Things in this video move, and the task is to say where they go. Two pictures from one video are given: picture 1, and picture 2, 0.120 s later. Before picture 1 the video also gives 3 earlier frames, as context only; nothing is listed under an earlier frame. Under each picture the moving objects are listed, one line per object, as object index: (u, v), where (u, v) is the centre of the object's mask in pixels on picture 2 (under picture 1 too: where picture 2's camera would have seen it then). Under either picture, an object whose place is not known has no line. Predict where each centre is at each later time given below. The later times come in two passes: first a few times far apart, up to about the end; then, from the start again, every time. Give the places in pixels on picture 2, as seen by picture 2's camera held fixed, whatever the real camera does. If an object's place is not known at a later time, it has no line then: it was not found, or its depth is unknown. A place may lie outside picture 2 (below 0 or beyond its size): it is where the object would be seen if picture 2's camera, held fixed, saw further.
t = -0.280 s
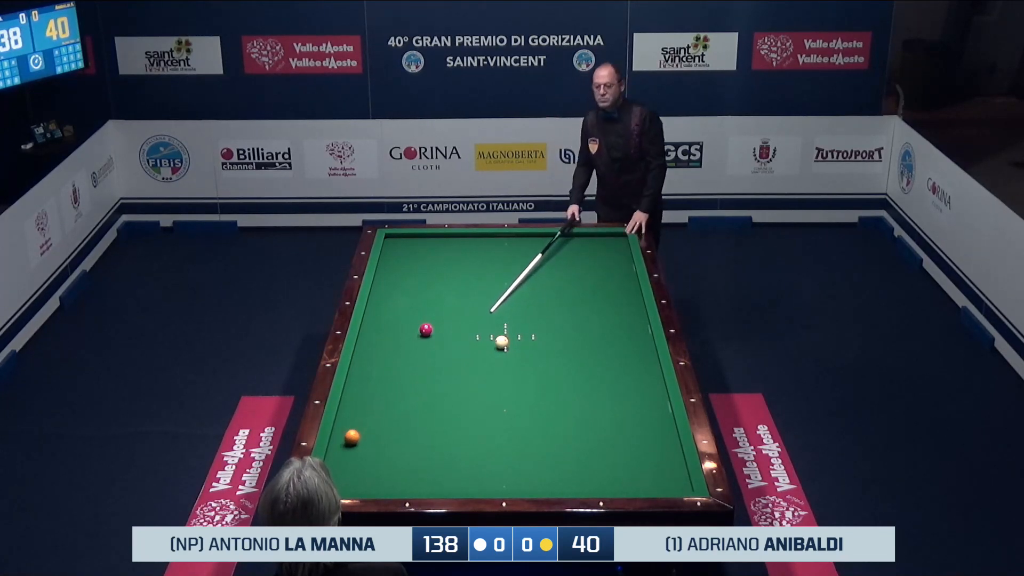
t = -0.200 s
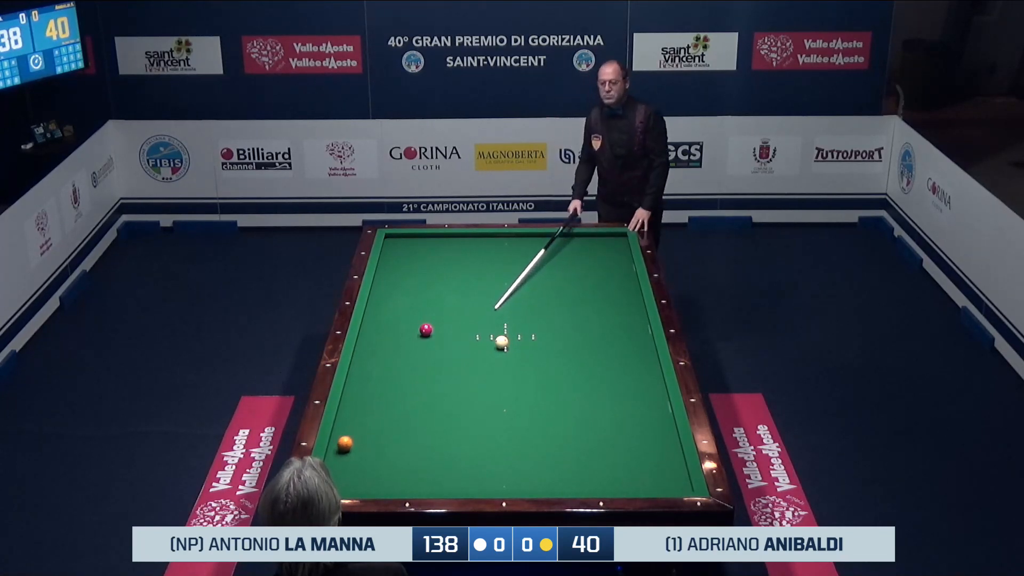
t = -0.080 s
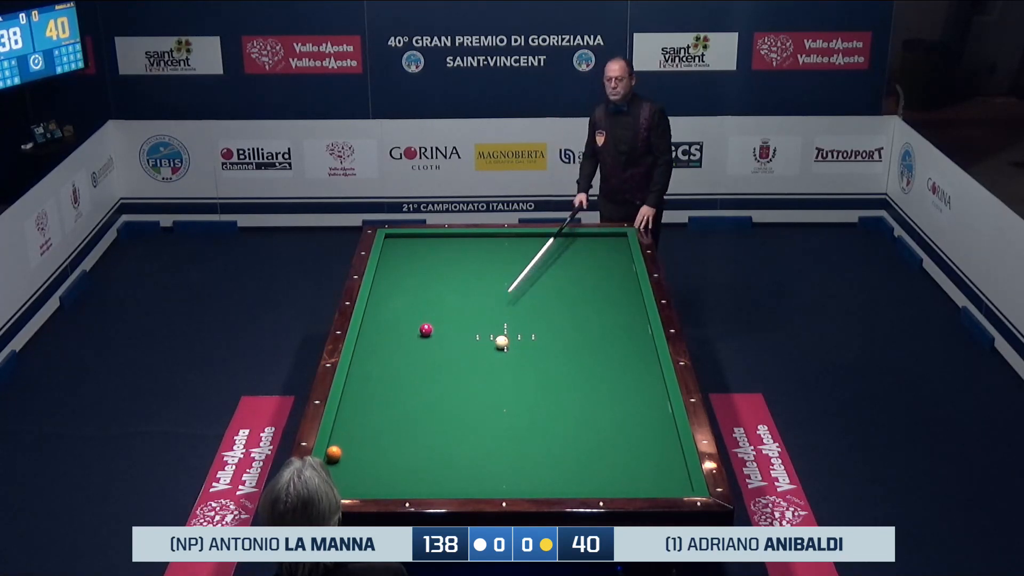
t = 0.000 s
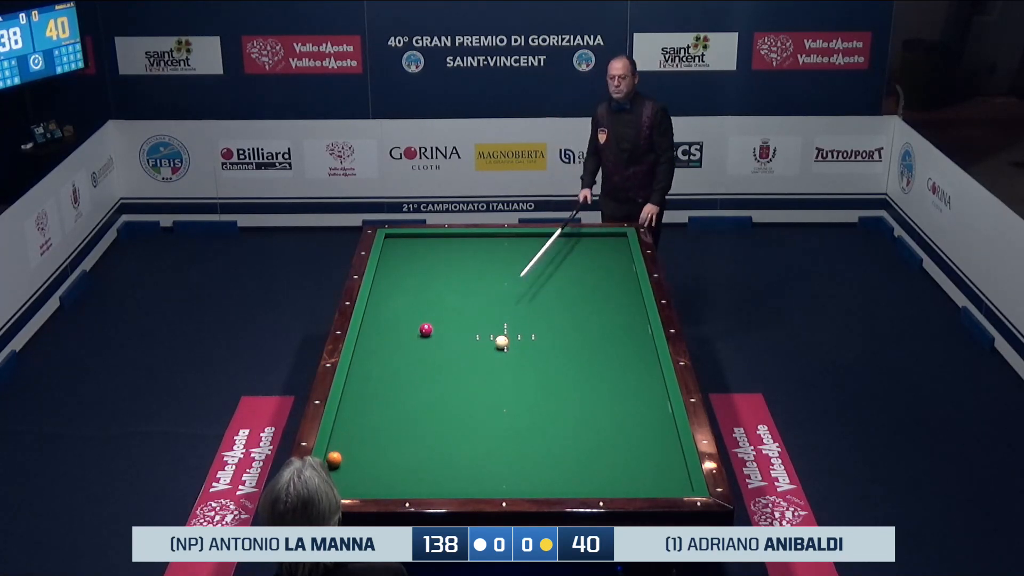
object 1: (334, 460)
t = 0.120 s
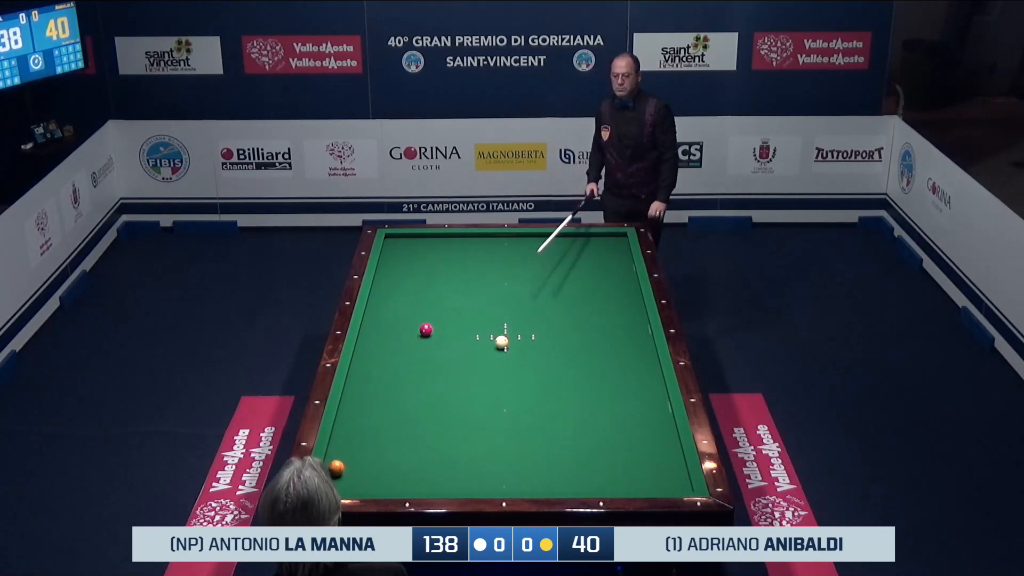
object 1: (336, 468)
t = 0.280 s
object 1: (340, 479)
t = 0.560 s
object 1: (349, 484)
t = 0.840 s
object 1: (362, 474)
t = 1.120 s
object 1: (375, 462)
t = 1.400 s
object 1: (386, 452)
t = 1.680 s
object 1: (398, 443)
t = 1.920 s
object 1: (407, 435)
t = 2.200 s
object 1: (416, 427)
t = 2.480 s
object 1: (426, 419)
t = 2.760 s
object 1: (435, 412)
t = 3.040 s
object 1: (443, 406)
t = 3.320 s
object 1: (450, 400)
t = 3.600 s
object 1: (457, 394)
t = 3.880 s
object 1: (464, 389)
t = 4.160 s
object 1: (470, 384)
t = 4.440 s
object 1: (475, 378)
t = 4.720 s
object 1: (480, 375)
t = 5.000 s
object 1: (485, 371)
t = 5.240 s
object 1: (488, 368)
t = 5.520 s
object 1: (492, 365)
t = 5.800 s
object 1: (495, 361)
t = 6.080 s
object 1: (498, 359)
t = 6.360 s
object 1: (501, 357)
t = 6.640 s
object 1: (504, 355)
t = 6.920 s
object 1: (505, 353)
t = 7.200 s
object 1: (508, 352)
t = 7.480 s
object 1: (509, 351)
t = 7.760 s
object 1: (510, 350)
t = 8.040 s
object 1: (511, 349)
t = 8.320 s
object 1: (512, 349)
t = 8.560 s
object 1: (512, 348)
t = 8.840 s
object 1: (512, 348)
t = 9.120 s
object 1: (512, 348)
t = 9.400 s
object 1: (512, 348)
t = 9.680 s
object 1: (512, 348)
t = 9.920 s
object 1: (512, 349)
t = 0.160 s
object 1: (337, 472)
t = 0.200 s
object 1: (338, 474)
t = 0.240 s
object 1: (339, 477)
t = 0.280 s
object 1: (340, 479)
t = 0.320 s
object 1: (341, 482)
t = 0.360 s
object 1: (341, 484)
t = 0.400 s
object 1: (342, 486)
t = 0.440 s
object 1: (343, 487)
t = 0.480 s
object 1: (345, 486)
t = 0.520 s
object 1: (347, 485)
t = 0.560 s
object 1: (349, 484)
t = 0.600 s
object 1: (350, 483)
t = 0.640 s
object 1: (352, 482)
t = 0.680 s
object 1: (354, 480)
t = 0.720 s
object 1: (356, 479)
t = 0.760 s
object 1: (358, 477)
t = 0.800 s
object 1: (360, 475)
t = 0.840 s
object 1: (362, 474)
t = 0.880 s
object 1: (364, 472)
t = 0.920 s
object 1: (365, 470)
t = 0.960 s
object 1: (367, 469)
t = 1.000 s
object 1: (369, 467)
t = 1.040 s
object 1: (371, 466)
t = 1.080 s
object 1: (373, 464)
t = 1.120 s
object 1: (375, 462)
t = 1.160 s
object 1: (376, 461)
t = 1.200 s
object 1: (378, 459)
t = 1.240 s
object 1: (380, 458)
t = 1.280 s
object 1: (381, 457)
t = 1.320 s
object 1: (383, 455)
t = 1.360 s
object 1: (384, 454)
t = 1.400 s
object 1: (386, 452)
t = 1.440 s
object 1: (388, 451)
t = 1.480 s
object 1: (389, 450)
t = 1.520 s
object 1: (391, 448)
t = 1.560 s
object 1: (393, 447)
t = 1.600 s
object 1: (395, 445)
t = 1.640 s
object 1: (396, 444)
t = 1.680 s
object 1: (398, 443)
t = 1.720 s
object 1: (399, 441)
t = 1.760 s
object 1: (401, 440)
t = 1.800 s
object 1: (402, 439)
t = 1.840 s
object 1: (404, 438)
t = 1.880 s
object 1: (405, 436)
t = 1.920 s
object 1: (407, 435)
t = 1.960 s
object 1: (408, 434)
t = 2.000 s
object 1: (409, 433)
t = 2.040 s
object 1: (411, 432)
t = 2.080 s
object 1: (412, 430)
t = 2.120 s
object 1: (414, 430)
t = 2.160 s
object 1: (415, 428)
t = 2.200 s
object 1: (416, 427)
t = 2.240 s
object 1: (418, 426)
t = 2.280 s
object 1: (419, 425)
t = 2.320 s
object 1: (420, 424)
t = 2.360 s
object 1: (422, 423)
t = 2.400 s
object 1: (423, 422)
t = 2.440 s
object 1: (425, 421)
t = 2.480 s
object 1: (426, 419)
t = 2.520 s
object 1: (427, 418)
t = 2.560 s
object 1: (428, 417)
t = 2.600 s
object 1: (430, 416)
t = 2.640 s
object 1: (431, 416)
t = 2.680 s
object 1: (432, 414)
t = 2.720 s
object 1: (433, 414)
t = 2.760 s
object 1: (435, 412)
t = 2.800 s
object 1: (436, 412)
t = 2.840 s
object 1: (437, 410)
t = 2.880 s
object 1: (438, 409)
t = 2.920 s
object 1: (439, 409)
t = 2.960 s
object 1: (440, 408)
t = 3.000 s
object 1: (442, 406)
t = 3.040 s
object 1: (443, 406)
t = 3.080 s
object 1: (444, 405)
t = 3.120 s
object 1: (445, 404)
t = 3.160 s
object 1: (446, 403)
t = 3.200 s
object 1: (447, 402)
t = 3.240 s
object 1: (448, 401)
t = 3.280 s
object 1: (449, 400)
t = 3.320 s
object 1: (450, 400)
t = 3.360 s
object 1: (451, 399)
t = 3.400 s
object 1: (452, 398)
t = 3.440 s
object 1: (453, 397)
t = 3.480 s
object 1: (454, 396)
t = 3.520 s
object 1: (455, 395)
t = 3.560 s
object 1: (456, 395)
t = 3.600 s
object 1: (457, 394)
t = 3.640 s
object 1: (458, 393)
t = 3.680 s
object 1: (459, 392)
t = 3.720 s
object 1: (460, 391)
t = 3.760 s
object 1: (461, 390)
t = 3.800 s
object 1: (462, 390)
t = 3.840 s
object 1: (463, 389)
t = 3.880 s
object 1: (464, 389)
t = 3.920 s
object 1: (465, 388)
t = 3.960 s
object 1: (465, 387)
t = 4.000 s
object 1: (466, 386)
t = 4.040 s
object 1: (467, 386)
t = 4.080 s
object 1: (468, 385)
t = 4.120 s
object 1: (469, 384)
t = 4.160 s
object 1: (470, 384)
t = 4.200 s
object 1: (470, 383)
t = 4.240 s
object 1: (471, 382)
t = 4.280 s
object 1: (472, 381)
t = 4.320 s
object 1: (473, 381)
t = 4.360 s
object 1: (473, 380)
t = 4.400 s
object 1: (474, 379)
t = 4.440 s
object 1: (475, 378)
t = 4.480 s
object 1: (476, 378)
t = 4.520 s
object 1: (476, 378)
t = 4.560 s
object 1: (477, 377)
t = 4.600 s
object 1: (478, 376)
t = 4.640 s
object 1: (479, 375)
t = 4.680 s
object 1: (479, 375)
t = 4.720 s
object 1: (480, 375)
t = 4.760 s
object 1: (481, 374)
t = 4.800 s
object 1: (481, 373)
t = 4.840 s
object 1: (482, 372)
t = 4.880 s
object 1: (483, 372)
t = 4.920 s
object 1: (483, 371)
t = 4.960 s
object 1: (484, 371)
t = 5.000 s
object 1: (485, 371)
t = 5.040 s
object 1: (485, 370)
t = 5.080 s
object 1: (486, 369)
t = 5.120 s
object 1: (486, 369)
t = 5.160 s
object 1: (487, 369)
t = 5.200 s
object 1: (487, 368)
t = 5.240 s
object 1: (488, 368)
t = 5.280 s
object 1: (489, 367)
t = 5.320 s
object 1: (489, 367)
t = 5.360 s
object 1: (490, 366)
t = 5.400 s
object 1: (490, 366)
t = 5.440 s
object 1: (491, 365)
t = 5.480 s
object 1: (491, 365)
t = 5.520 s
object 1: (492, 365)
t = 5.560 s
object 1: (492, 364)
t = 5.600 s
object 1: (493, 363)
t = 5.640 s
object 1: (493, 363)
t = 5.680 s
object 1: (494, 363)
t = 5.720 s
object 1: (494, 362)
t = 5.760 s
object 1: (495, 362)
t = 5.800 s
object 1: (495, 361)
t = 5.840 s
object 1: (496, 361)
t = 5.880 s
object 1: (496, 361)
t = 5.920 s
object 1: (497, 361)
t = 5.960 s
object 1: (497, 360)
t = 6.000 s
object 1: (498, 359)
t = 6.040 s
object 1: (498, 359)
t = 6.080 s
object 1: (498, 359)
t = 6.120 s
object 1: (499, 359)
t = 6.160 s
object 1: (499, 358)
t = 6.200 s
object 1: (500, 358)
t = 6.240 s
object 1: (500, 358)
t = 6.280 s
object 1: (500, 358)
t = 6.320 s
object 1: (501, 357)
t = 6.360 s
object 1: (501, 357)
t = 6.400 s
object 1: (501, 357)
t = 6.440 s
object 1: (502, 356)
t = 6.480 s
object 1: (502, 356)
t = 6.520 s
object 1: (503, 356)
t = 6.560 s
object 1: (503, 356)
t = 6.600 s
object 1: (503, 355)
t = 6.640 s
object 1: (504, 355)
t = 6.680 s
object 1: (504, 354)
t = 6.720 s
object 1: (504, 354)
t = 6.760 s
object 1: (505, 354)
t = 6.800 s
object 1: (505, 354)
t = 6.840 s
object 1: (505, 354)
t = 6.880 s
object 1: (505, 353)
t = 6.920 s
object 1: (505, 353)
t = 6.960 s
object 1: (506, 353)
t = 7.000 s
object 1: (506, 353)
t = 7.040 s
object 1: (506, 352)
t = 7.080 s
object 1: (507, 352)
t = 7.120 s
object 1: (507, 352)
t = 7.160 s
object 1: (507, 352)
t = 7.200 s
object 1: (508, 352)
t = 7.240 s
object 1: (508, 352)
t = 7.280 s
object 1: (508, 351)
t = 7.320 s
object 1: (508, 351)
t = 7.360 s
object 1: (508, 351)
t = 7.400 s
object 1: (509, 351)
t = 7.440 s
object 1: (509, 351)
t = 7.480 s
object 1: (509, 351)
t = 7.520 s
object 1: (509, 351)
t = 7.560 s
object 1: (509, 350)
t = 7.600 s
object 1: (509, 350)
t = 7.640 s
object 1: (509, 350)
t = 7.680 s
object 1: (510, 350)
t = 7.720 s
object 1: (510, 350)
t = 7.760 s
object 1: (510, 350)
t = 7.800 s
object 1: (510, 350)
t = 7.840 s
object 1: (510, 349)
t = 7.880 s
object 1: (511, 349)
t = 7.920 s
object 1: (511, 349)
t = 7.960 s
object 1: (511, 349)
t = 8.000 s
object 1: (511, 349)
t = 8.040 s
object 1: (511, 349)
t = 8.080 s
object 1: (511, 349)
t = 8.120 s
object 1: (512, 349)
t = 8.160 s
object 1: (511, 349)
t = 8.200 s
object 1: (512, 349)
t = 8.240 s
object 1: (512, 349)
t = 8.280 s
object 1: (512, 349)
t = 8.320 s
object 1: (512, 349)
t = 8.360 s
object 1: (512, 348)
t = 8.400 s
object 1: (512, 349)
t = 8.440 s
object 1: (512, 349)
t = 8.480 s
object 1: (512, 349)
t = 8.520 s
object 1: (512, 348)
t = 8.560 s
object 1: (512, 348)
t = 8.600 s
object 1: (512, 348)
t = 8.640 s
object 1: (512, 348)
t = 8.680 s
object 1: (512, 348)
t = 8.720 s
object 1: (512, 348)
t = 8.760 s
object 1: (512, 349)
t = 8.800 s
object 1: (512, 348)
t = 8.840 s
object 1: (512, 348)
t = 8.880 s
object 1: (512, 348)
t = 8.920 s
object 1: (512, 348)
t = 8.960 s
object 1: (512, 349)
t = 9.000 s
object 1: (512, 348)
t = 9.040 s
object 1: (512, 348)
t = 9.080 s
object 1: (512, 349)
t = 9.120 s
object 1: (512, 348)
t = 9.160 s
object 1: (512, 349)
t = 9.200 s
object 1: (512, 348)
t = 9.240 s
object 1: (512, 349)
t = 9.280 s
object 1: (512, 348)
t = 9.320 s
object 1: (512, 349)
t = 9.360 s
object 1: (512, 349)
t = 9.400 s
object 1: (512, 348)
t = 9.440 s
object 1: (512, 348)
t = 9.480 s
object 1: (512, 348)
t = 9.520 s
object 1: (512, 349)
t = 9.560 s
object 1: (512, 348)
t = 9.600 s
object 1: (512, 348)
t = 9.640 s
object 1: (512, 349)
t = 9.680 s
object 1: (512, 348)
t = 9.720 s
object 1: (512, 349)
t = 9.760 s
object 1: (512, 349)
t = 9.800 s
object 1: (512, 349)
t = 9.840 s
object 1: (512, 348)
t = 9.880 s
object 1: (512, 348)
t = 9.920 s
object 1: (512, 349)
